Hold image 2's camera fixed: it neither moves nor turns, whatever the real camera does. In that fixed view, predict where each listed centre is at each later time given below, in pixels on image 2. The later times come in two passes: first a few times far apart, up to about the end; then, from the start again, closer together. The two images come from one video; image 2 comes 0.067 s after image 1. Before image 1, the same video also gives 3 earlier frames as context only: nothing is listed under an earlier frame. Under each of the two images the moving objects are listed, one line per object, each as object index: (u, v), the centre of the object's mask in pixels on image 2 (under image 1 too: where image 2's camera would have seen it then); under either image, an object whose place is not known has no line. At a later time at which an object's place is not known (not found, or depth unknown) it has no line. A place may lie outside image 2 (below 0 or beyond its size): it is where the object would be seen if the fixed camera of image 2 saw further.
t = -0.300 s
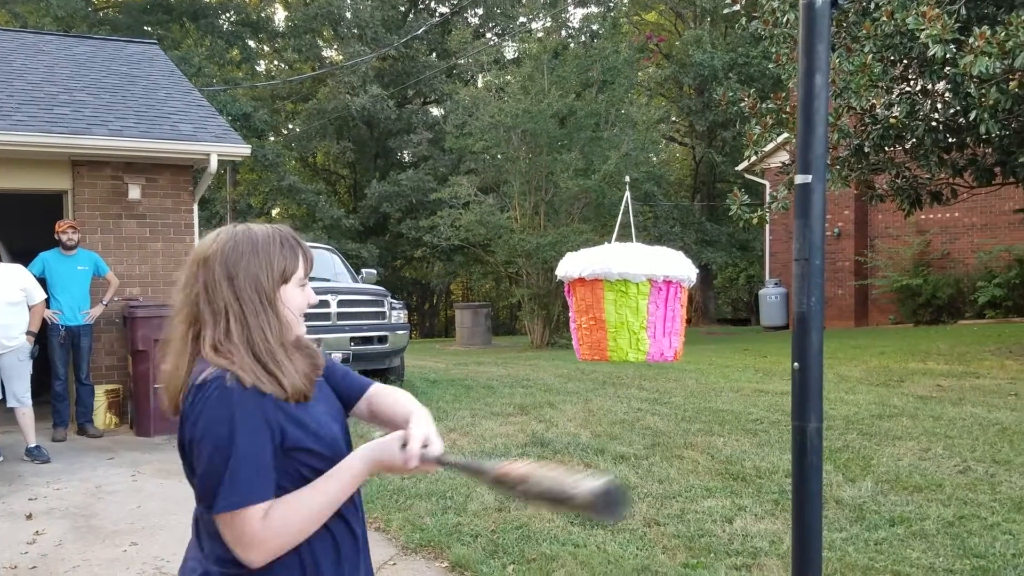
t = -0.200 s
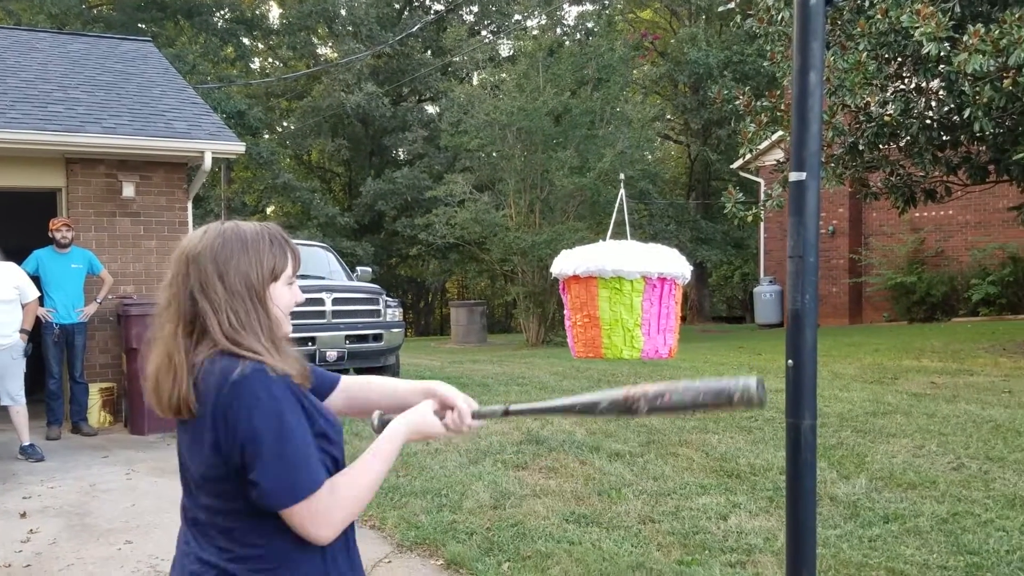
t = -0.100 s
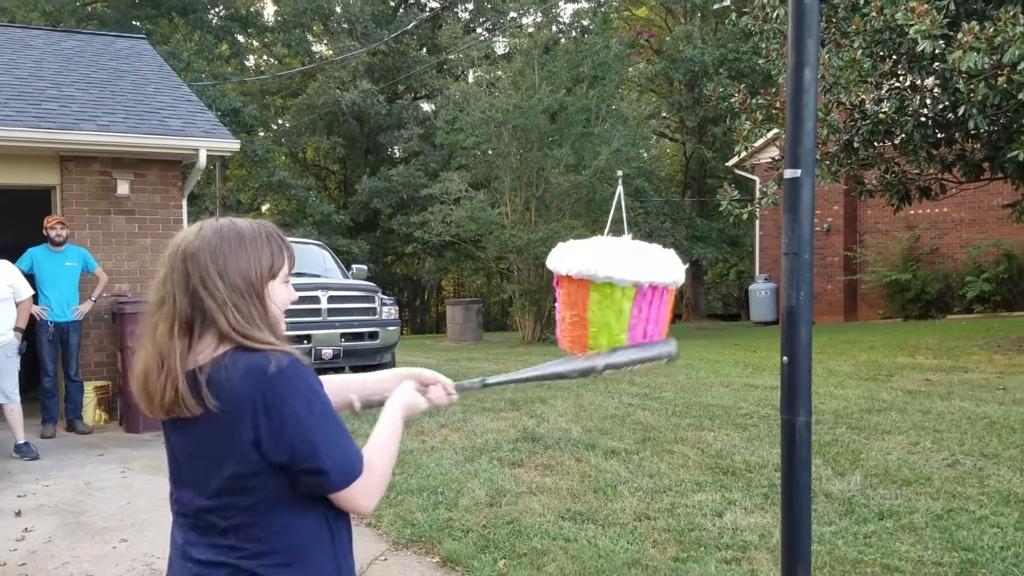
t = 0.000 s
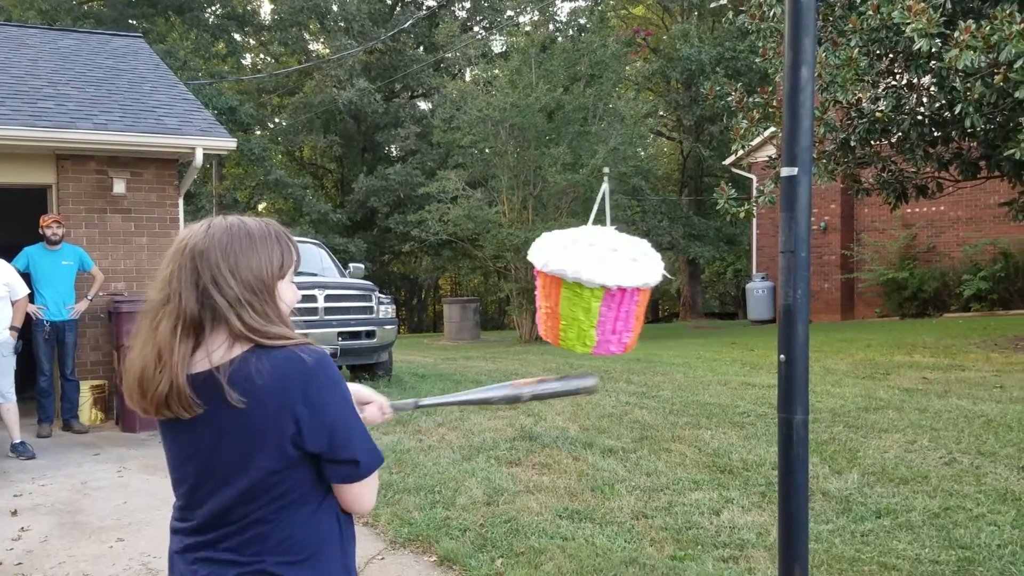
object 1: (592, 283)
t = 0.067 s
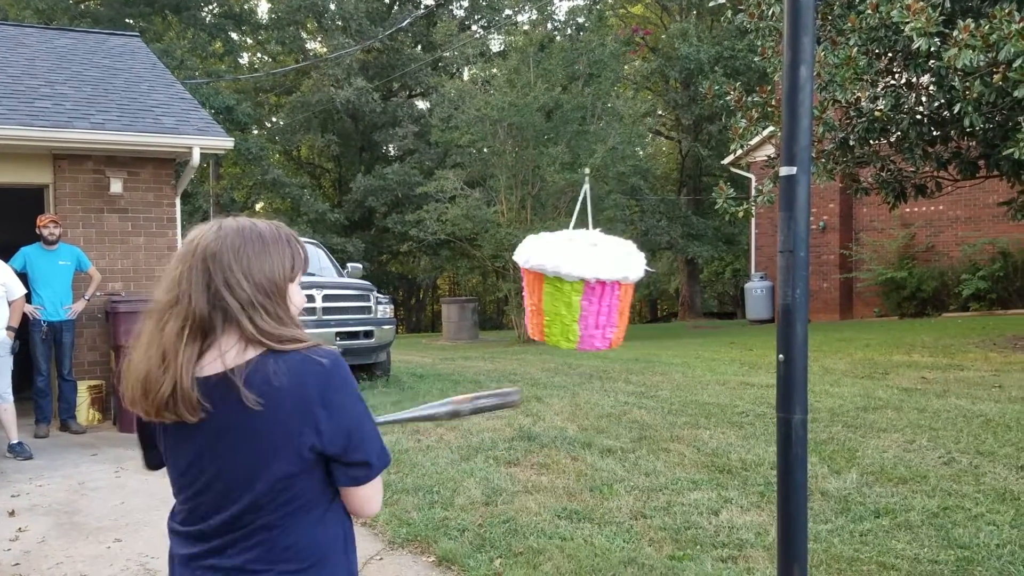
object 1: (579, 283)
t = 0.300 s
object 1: (555, 272)
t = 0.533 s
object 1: (555, 271)
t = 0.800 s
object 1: (582, 284)
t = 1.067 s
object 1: (631, 292)
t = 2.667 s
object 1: (551, 279)
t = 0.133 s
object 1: (568, 283)
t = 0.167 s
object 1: (565, 282)
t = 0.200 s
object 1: (563, 279)
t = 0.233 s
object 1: (560, 276)
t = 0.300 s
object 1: (555, 272)
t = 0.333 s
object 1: (553, 271)
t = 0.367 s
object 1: (551, 271)
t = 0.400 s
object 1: (550, 270)
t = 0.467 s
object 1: (553, 270)
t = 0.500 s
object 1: (554, 270)
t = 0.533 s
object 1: (555, 271)
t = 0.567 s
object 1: (557, 272)
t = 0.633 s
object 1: (559, 275)
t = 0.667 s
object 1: (562, 277)
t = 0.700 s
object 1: (565, 279)
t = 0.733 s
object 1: (570, 280)
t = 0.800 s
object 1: (582, 284)
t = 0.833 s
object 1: (588, 286)
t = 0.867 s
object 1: (594, 288)
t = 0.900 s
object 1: (599, 290)
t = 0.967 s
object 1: (609, 292)
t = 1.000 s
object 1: (615, 292)
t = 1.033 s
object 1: (622, 292)
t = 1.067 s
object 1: (631, 292)
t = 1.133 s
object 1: (647, 291)
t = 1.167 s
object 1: (655, 289)
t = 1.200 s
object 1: (660, 288)
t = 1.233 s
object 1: (666, 283)
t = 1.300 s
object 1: (677, 279)
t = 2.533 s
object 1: (559, 283)
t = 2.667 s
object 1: (551, 279)
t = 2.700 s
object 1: (550, 279)
